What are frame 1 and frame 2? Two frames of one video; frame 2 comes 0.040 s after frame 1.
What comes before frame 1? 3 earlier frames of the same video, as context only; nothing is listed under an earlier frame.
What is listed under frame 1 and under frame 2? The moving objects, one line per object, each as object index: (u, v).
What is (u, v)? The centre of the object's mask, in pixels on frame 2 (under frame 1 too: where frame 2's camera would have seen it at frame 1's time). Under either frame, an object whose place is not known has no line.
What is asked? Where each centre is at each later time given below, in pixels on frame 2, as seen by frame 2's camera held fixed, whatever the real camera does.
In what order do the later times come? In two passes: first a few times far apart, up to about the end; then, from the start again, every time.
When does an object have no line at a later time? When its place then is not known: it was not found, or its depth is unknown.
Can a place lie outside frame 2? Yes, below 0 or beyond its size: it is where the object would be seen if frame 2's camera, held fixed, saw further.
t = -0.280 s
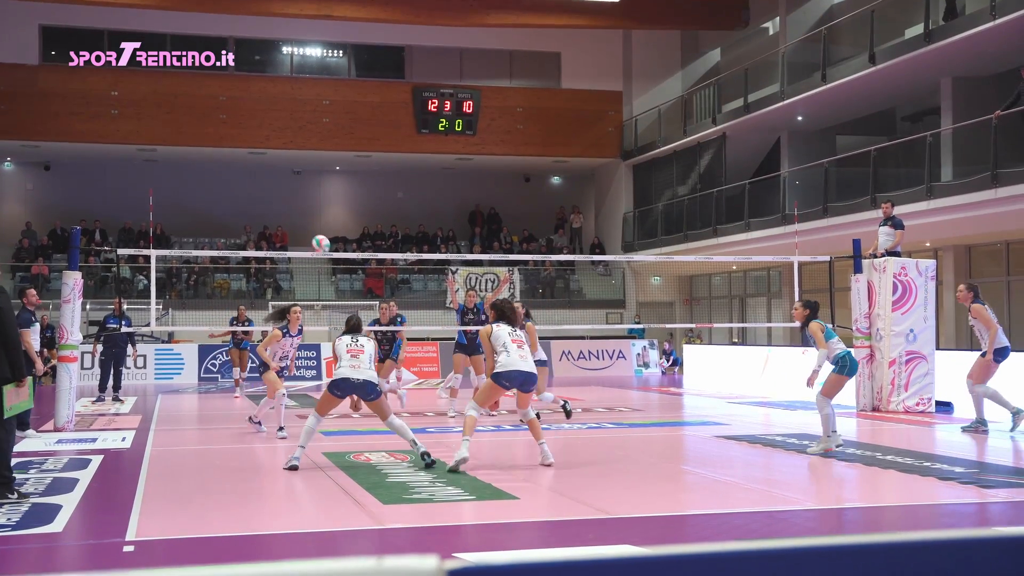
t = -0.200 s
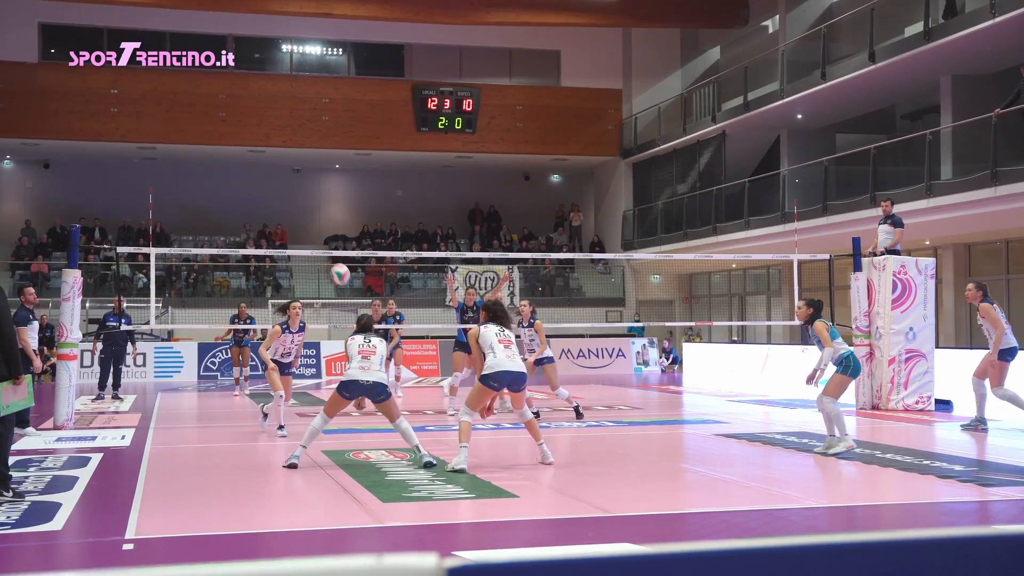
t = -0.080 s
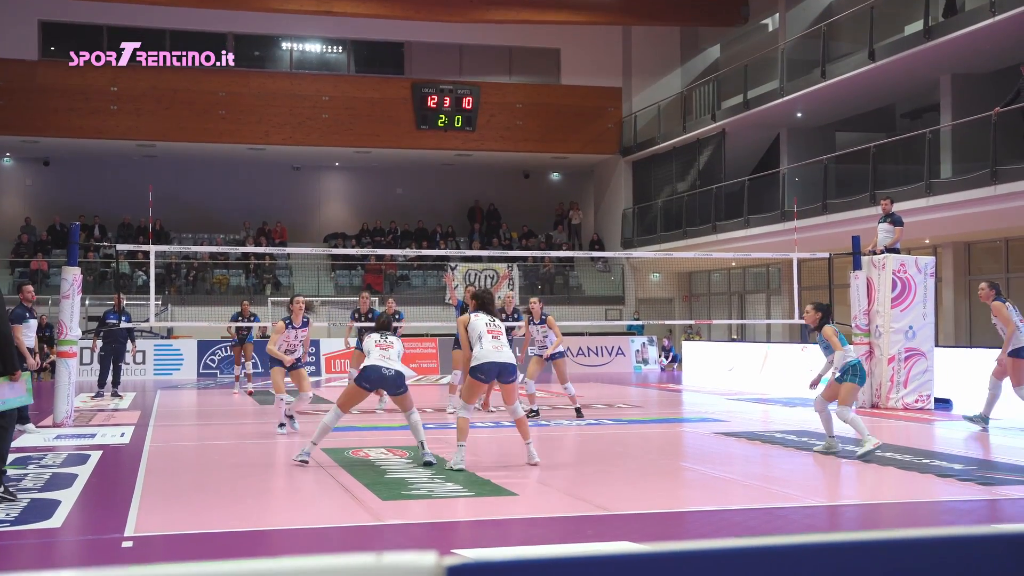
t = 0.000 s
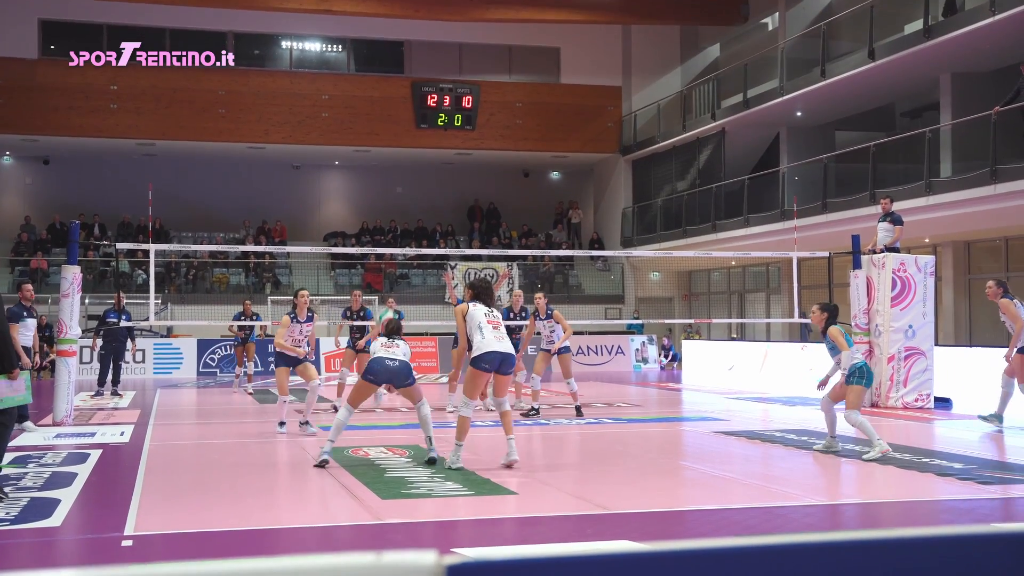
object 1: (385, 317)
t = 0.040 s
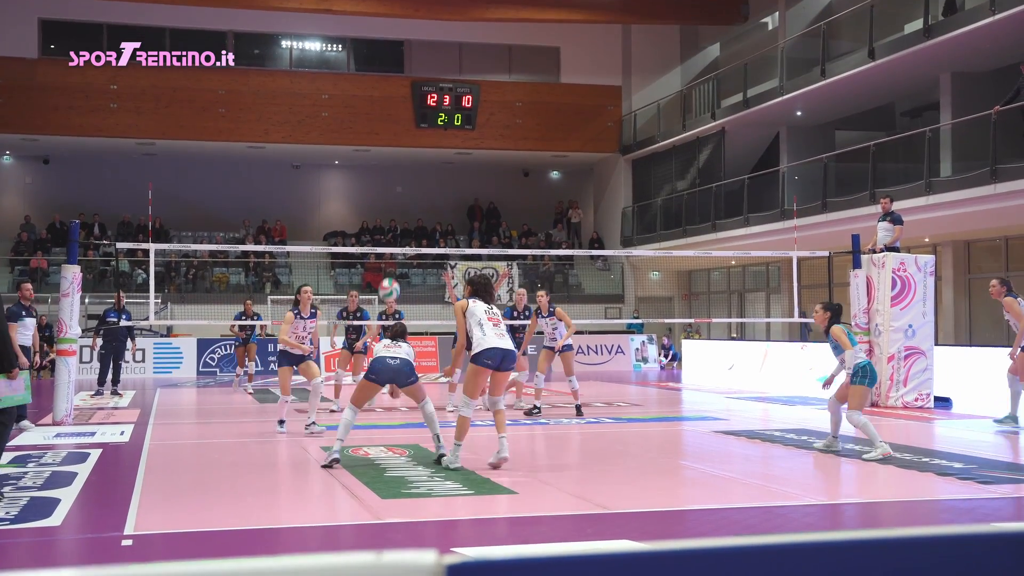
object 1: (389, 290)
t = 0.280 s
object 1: (404, 154)
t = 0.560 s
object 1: (419, 76)
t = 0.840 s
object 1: (432, 69)
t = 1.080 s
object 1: (441, 109)
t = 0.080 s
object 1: (391, 263)
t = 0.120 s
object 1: (394, 236)
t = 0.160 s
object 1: (397, 213)
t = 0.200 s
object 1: (399, 191)
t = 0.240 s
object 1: (401, 172)
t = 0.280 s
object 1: (404, 154)
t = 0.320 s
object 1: (406, 138)
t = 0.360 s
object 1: (408, 124)
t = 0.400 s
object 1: (410, 111)
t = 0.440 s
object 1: (413, 100)
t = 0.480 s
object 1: (415, 91)
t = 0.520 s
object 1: (417, 83)
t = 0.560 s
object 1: (419, 76)
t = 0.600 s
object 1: (421, 71)
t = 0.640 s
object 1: (423, 68)
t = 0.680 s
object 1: (424, 65)
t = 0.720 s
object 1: (426, 64)
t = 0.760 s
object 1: (428, 64)
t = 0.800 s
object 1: (430, 66)
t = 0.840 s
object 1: (432, 69)
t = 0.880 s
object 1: (433, 73)
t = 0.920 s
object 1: (435, 78)
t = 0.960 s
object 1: (437, 84)
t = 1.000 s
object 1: (439, 91)
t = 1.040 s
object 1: (440, 100)
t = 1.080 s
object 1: (441, 109)
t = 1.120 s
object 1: (443, 120)
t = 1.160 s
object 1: (445, 131)
